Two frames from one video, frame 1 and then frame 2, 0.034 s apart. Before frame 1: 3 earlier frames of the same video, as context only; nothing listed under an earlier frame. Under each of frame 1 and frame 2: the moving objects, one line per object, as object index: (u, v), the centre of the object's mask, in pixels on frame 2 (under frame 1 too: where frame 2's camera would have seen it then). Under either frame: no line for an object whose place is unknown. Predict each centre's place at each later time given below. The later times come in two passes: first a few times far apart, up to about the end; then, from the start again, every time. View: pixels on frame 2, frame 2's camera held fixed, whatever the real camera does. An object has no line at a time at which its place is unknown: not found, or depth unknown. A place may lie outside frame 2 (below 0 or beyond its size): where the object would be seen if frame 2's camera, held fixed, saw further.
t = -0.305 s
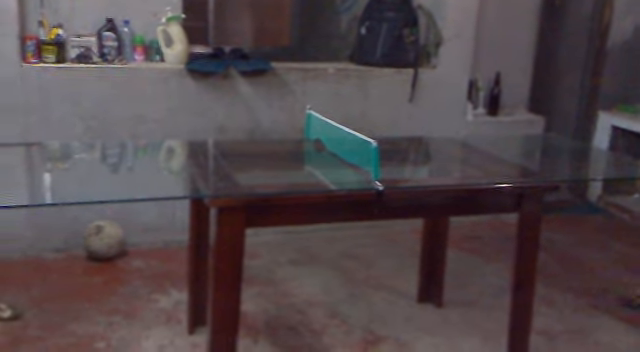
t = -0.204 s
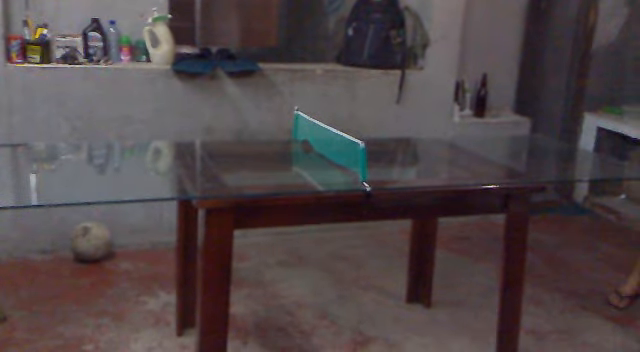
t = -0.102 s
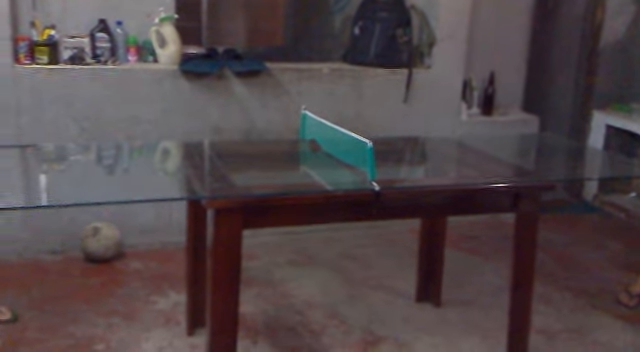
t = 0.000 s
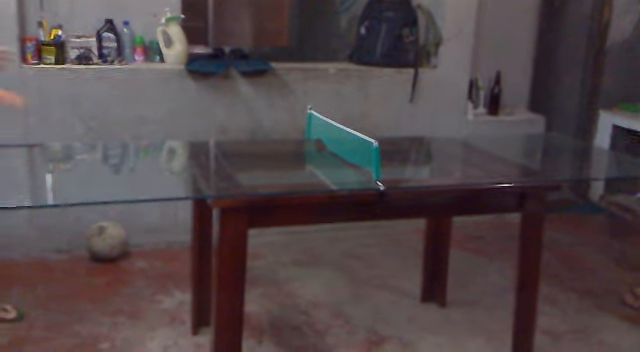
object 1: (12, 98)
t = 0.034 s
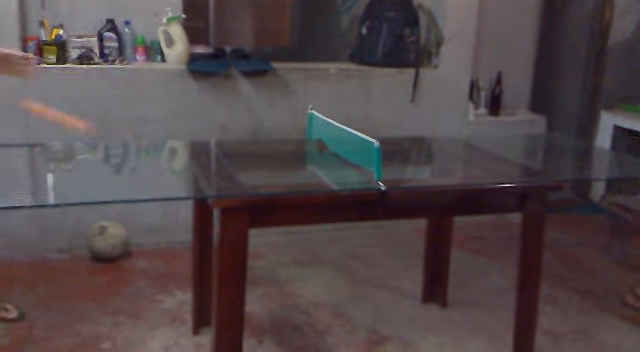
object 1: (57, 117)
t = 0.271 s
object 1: (322, 78)
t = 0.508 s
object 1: (486, 109)
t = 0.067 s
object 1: (108, 139)
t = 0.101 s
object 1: (168, 159)
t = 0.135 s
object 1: (201, 138)
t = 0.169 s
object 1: (234, 117)
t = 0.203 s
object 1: (265, 100)
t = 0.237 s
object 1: (294, 87)
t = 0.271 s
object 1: (322, 78)
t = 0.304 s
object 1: (348, 73)
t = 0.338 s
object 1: (375, 71)
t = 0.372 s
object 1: (400, 73)
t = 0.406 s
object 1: (423, 77)
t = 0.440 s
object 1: (444, 85)
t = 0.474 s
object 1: (466, 96)
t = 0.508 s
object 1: (486, 109)
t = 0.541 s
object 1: (504, 125)
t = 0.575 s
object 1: (522, 144)
